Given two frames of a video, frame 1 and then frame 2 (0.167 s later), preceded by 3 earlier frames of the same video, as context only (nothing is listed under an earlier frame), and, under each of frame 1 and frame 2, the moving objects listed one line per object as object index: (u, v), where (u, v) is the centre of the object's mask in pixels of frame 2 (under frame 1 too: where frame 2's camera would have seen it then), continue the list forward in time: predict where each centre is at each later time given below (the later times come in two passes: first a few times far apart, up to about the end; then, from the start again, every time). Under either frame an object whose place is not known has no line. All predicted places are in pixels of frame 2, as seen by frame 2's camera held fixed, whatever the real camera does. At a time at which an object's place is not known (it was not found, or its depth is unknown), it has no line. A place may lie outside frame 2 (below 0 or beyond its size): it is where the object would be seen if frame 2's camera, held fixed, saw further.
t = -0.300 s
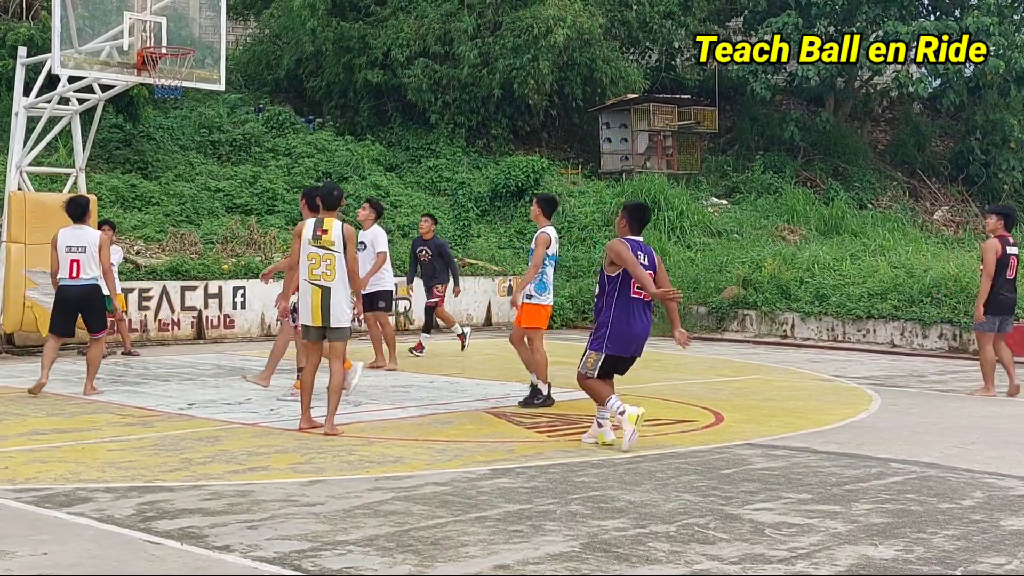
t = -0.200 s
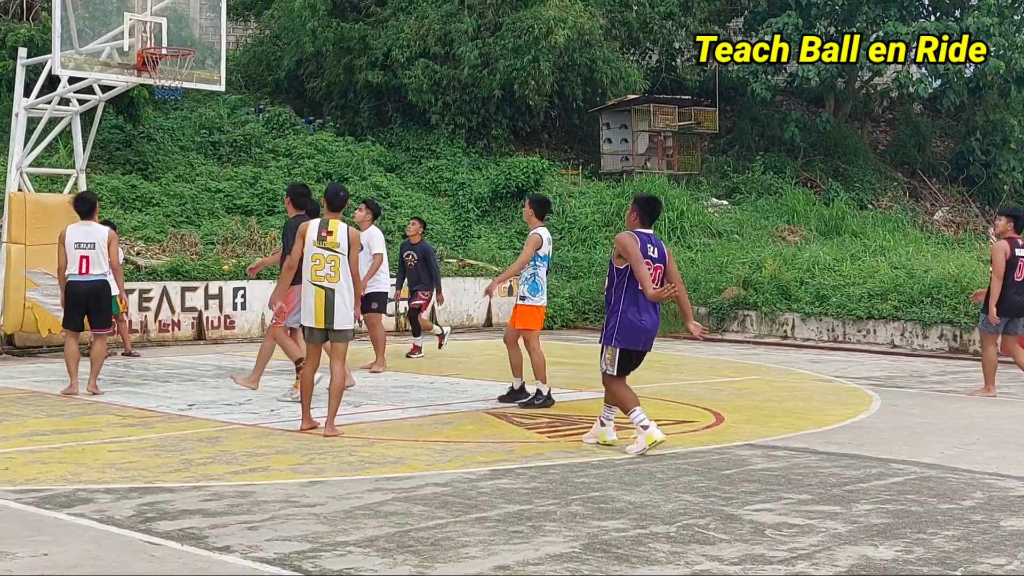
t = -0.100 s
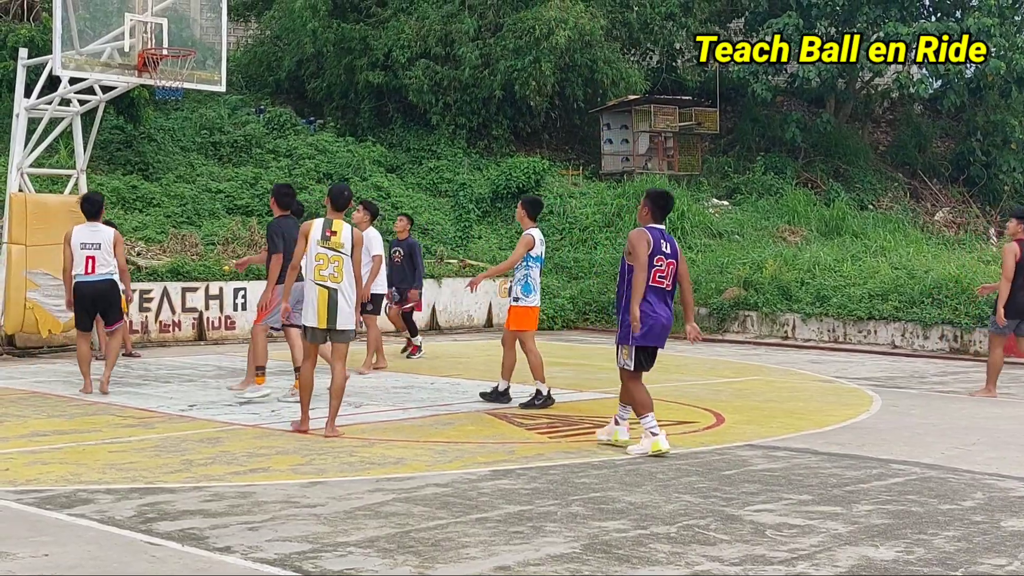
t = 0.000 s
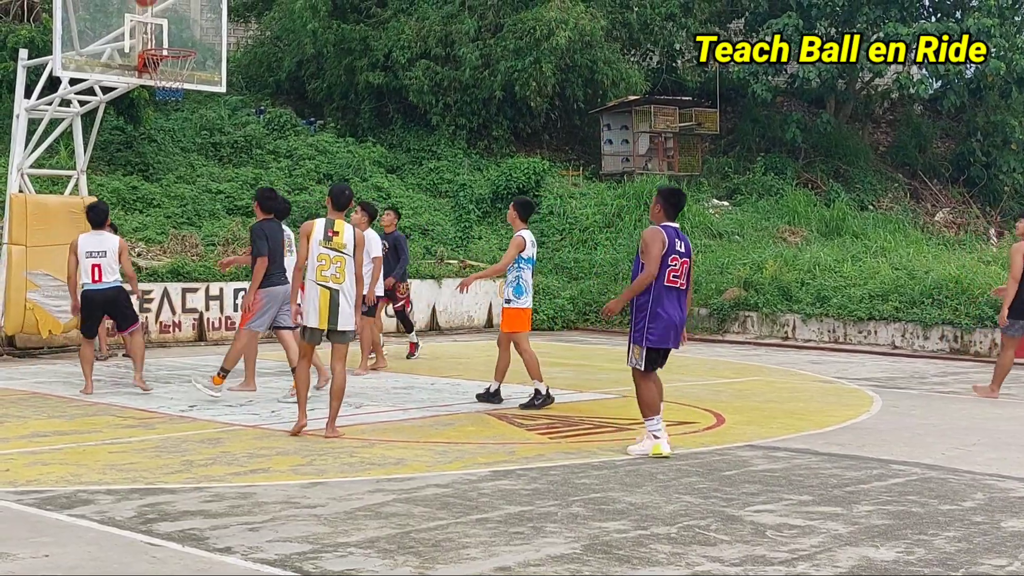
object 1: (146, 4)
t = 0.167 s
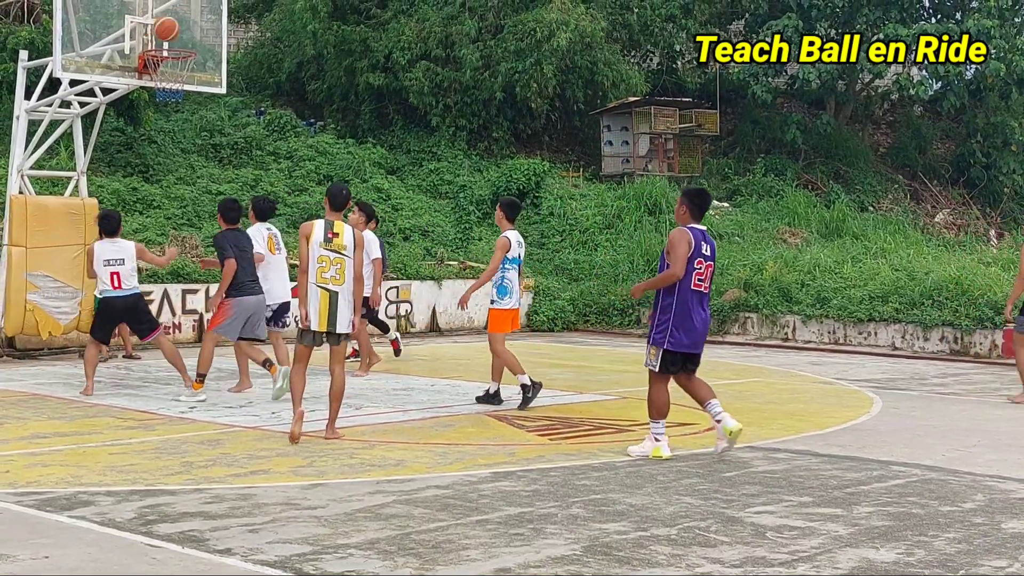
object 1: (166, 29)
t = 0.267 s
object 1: (199, 12)
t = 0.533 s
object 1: (290, 18)
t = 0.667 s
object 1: (336, 51)
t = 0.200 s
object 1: (176, 22)
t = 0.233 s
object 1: (188, 16)
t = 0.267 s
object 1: (199, 12)
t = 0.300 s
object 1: (210, 9)
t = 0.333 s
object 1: (222, 8)
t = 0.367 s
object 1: (234, 8)
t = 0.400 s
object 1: (244, 8)
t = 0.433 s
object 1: (256, 8)
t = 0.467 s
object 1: (267, 9)
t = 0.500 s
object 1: (278, 13)
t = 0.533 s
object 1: (290, 18)
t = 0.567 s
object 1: (302, 24)
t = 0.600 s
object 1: (313, 32)
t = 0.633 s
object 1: (325, 41)
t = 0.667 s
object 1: (336, 51)
